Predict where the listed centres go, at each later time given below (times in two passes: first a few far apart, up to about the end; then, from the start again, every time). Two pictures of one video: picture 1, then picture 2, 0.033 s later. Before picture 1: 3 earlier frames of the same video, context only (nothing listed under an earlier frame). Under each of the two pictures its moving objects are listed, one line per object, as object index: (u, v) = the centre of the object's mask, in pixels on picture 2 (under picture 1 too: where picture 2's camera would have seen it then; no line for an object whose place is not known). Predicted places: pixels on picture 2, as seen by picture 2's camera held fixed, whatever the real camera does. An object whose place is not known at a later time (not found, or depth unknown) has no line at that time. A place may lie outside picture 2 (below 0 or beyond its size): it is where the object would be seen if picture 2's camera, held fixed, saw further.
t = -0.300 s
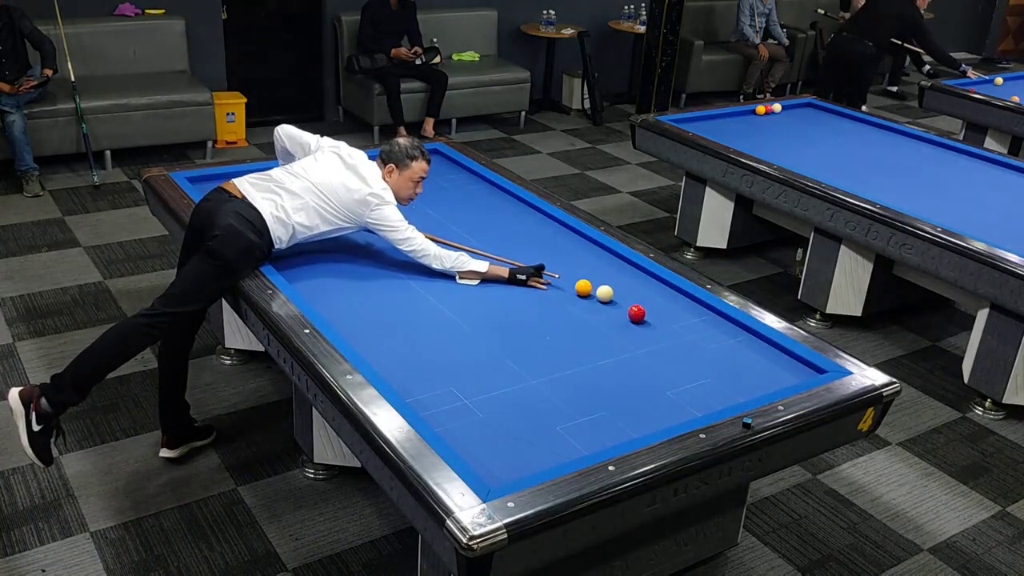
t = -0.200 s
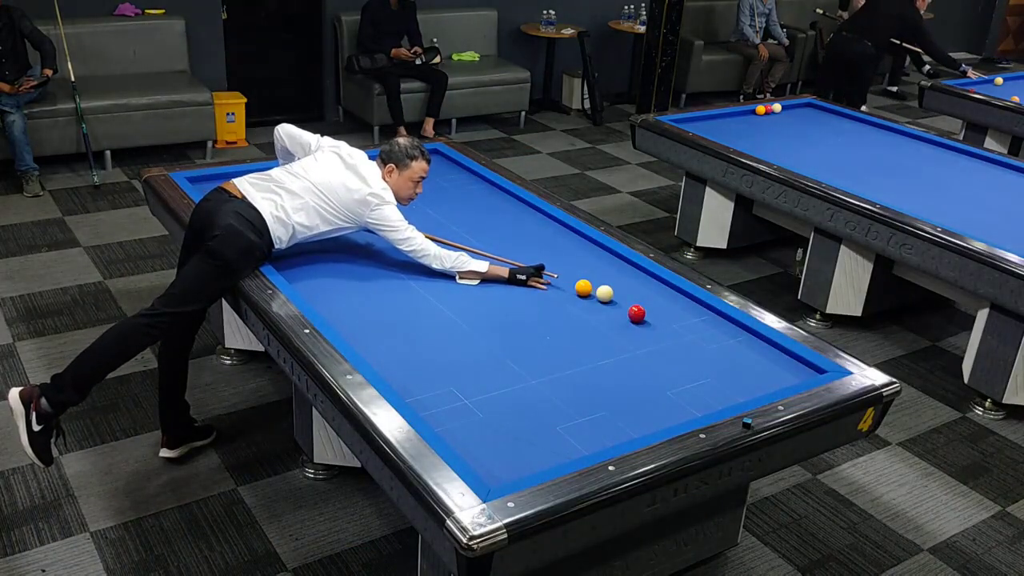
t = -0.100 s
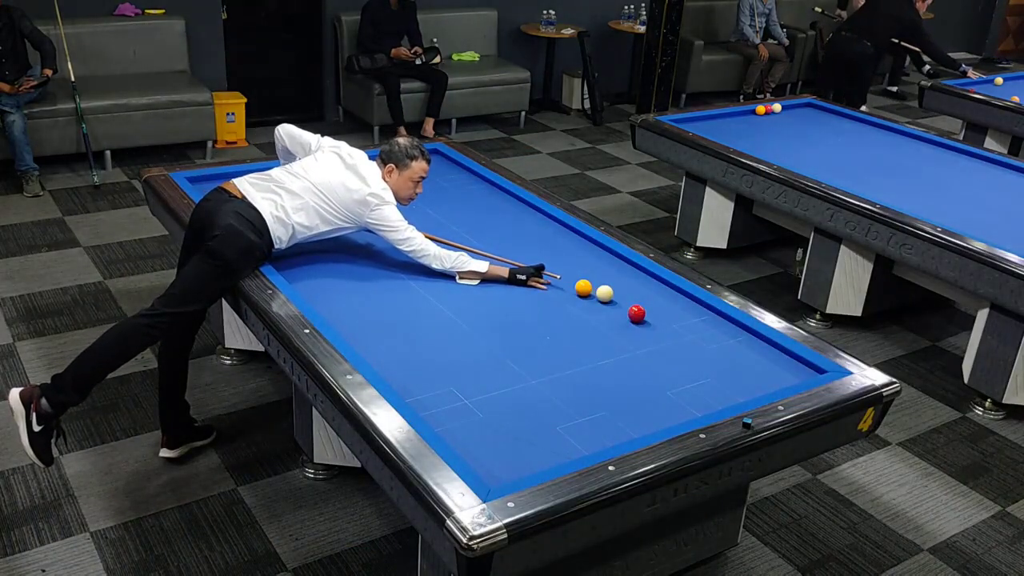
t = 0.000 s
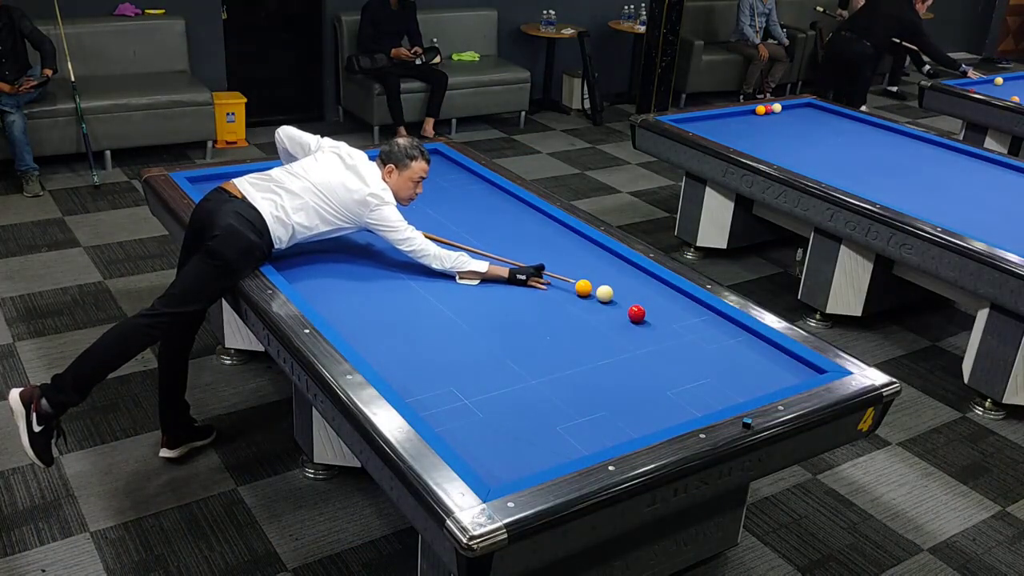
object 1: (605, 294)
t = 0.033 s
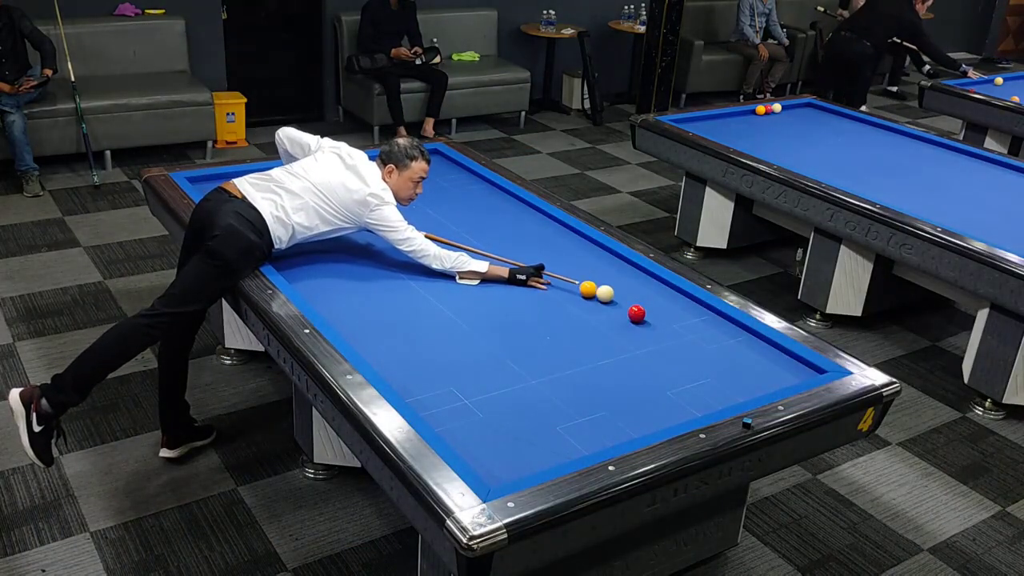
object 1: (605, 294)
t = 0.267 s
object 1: (644, 302)
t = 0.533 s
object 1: (681, 314)
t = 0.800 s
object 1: (720, 324)
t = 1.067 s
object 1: (747, 335)
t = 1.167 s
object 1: (752, 341)
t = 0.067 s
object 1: (611, 295)
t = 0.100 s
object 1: (617, 297)
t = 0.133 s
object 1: (623, 299)
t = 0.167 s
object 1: (628, 299)
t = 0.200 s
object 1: (634, 300)
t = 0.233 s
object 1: (639, 301)
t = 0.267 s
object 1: (644, 302)
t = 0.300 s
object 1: (649, 305)
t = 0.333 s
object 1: (653, 306)
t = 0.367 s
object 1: (658, 308)
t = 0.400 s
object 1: (662, 309)
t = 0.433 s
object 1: (667, 310)
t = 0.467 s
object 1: (672, 311)
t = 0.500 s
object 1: (677, 313)
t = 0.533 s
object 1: (681, 314)
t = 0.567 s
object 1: (686, 315)
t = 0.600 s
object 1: (691, 316)
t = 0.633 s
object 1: (696, 318)
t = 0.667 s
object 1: (701, 319)
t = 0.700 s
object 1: (705, 320)
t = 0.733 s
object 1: (710, 321)
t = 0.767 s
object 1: (715, 323)
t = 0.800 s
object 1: (720, 324)
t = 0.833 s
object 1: (725, 325)
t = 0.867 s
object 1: (730, 326)
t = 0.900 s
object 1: (734, 327)
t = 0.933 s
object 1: (739, 328)
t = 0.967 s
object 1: (743, 330)
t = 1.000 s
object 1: (744, 332)
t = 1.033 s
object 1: (746, 334)
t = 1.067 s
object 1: (747, 335)
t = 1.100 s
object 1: (749, 337)
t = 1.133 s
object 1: (751, 339)
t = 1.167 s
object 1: (752, 341)
